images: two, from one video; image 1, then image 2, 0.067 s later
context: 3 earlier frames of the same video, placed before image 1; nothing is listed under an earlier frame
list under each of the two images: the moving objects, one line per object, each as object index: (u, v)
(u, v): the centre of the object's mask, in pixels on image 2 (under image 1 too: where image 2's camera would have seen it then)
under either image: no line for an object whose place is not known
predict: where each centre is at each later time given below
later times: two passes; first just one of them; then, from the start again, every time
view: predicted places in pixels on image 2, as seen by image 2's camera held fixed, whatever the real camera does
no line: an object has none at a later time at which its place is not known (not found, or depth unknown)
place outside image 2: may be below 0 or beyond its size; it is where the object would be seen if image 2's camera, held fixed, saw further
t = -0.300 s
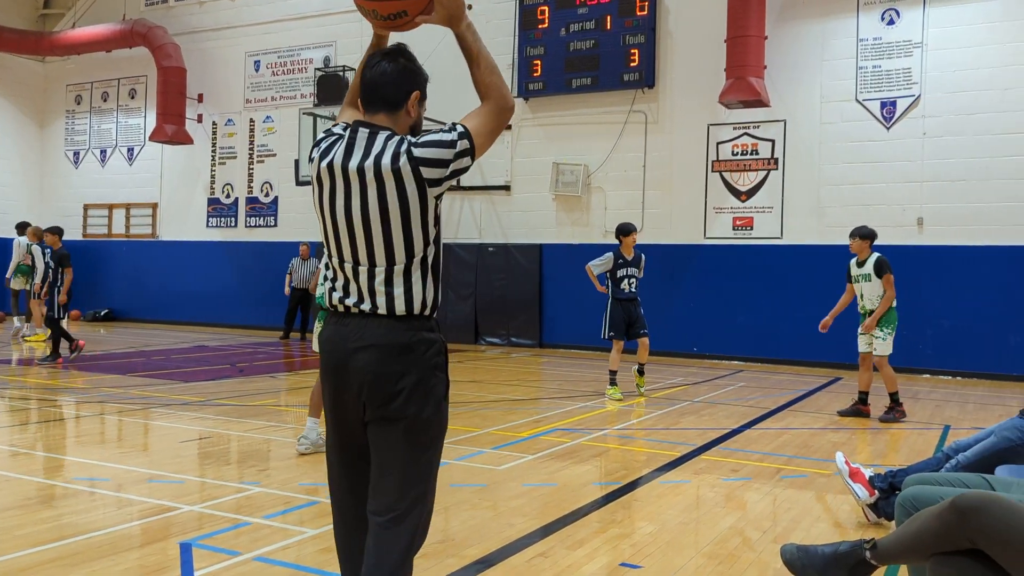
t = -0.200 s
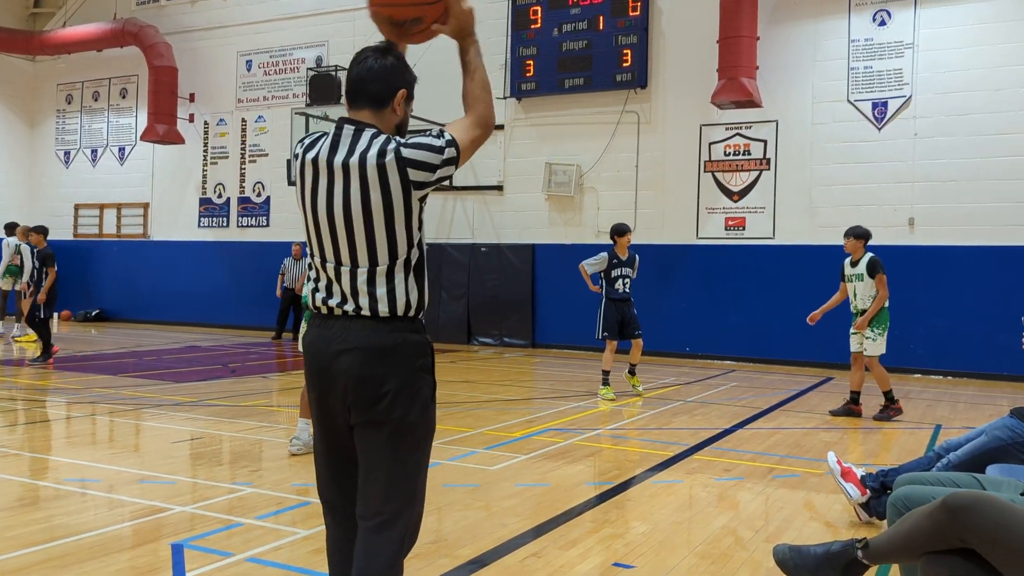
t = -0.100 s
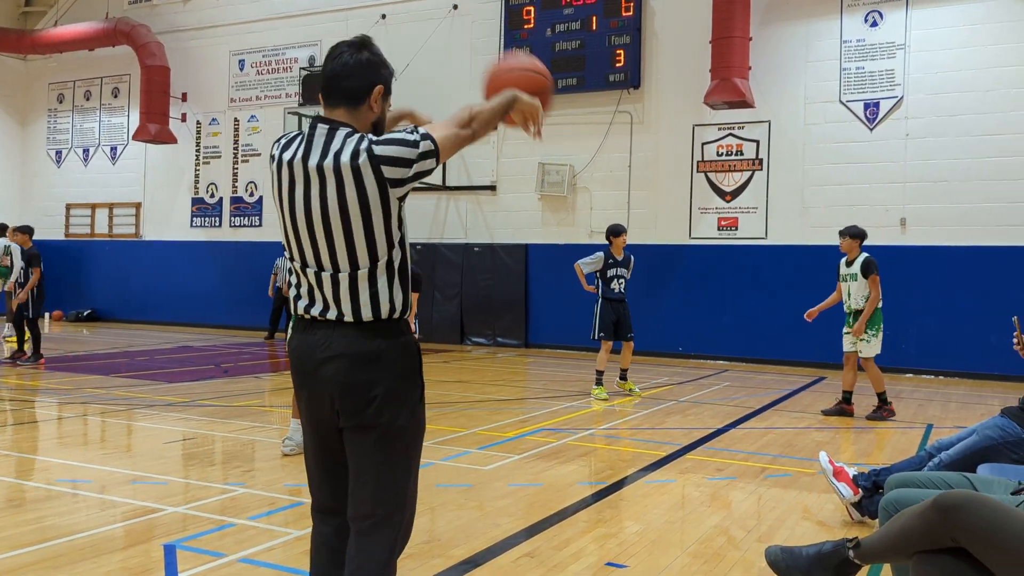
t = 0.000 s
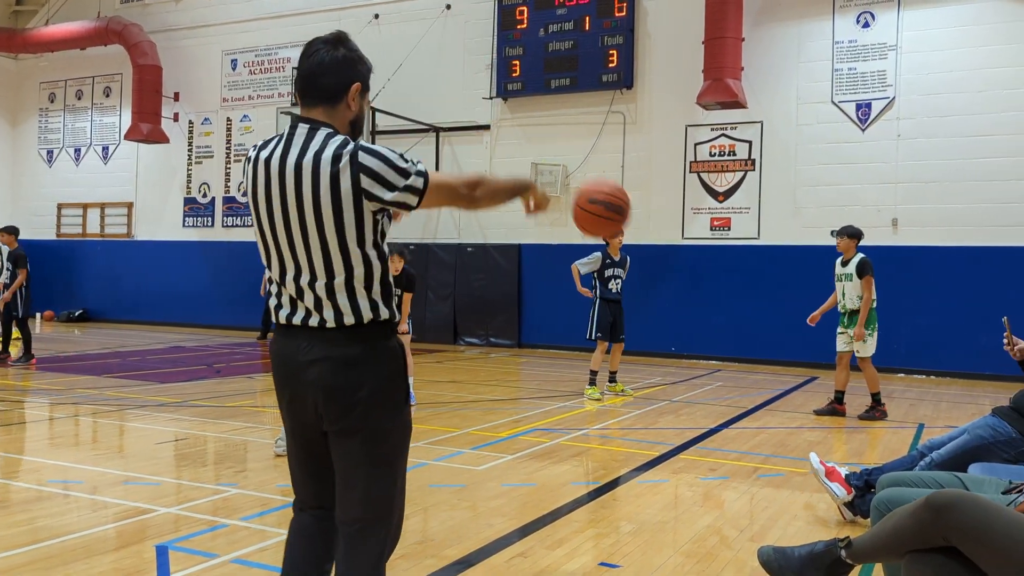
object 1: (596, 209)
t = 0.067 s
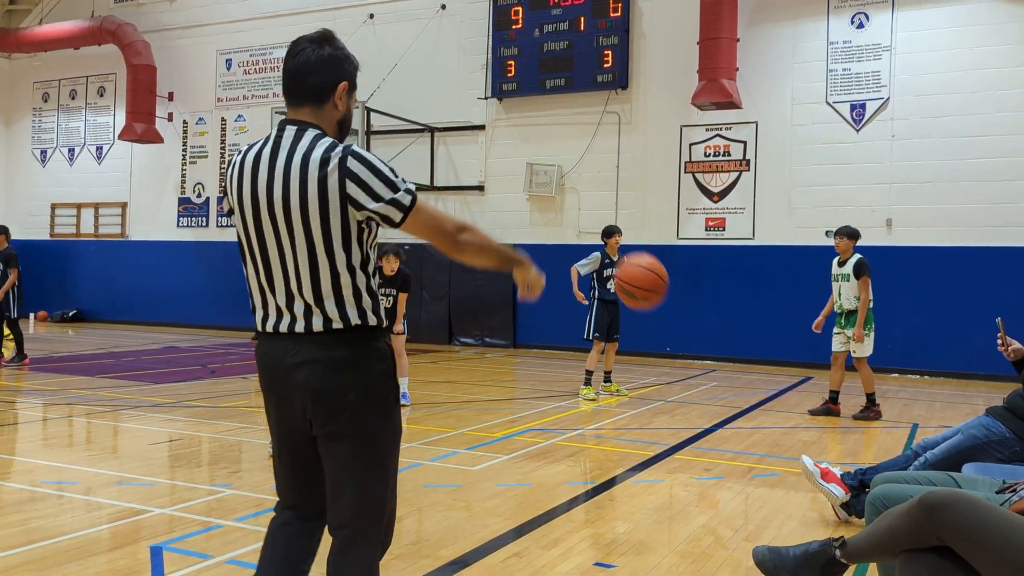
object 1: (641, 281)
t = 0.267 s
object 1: (733, 473)
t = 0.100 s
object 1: (660, 315)
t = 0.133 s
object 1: (677, 348)
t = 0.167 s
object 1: (693, 381)
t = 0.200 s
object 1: (708, 415)
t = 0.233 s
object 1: (721, 448)
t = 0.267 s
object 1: (733, 473)
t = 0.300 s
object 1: (739, 439)
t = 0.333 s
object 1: (745, 409)
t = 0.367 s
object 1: (751, 382)
